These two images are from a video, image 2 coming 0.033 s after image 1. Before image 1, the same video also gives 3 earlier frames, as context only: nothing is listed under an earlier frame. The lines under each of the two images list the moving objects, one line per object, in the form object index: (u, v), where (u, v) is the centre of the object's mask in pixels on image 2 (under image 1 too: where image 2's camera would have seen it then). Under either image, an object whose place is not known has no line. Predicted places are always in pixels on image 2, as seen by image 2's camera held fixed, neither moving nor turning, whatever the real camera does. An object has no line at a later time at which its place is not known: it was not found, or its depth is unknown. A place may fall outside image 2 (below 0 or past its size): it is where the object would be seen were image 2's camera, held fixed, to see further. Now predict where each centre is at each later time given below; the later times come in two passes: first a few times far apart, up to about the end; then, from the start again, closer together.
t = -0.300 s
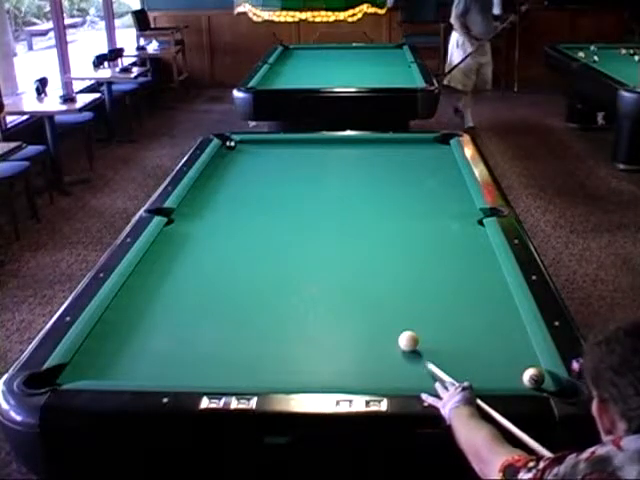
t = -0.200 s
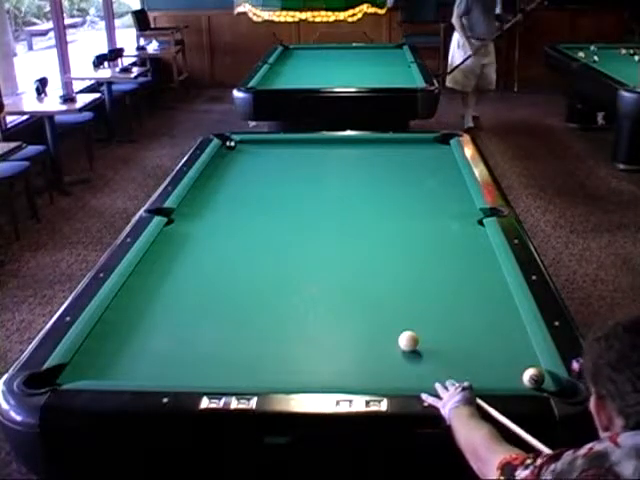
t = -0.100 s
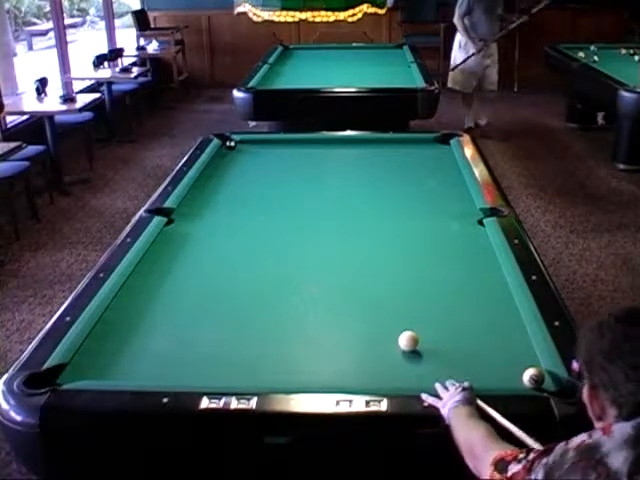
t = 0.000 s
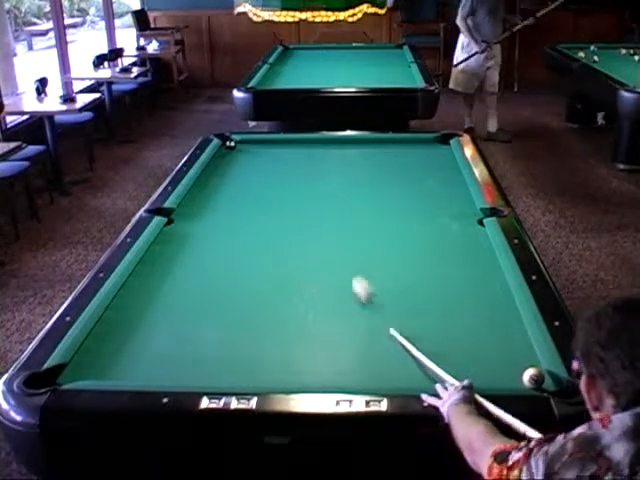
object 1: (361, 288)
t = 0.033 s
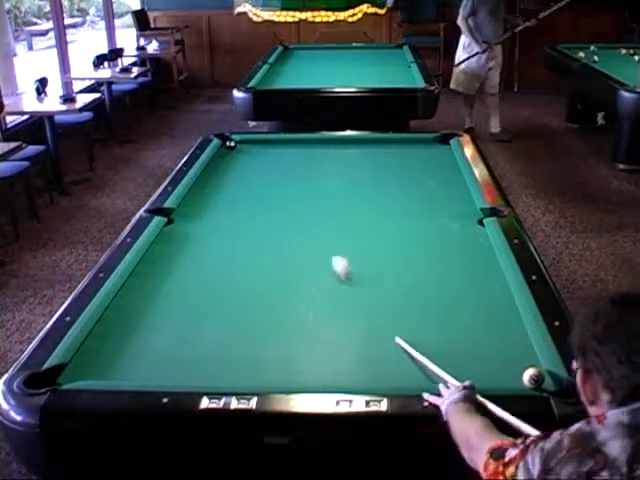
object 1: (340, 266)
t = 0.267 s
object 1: (250, 166)
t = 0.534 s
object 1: (231, 149)
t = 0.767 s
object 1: (234, 157)
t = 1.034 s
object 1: (239, 166)
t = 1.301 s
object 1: (245, 177)
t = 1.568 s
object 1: (250, 187)
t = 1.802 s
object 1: (255, 198)
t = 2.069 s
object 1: (261, 210)
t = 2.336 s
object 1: (268, 222)
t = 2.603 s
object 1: (276, 236)
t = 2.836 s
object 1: (283, 249)
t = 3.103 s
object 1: (291, 264)
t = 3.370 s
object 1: (300, 279)
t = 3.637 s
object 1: (310, 294)
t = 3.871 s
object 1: (318, 309)
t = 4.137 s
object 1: (328, 326)
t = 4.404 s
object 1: (339, 344)
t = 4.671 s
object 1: (350, 363)
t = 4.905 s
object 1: (361, 376)
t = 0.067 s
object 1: (321, 244)
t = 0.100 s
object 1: (306, 228)
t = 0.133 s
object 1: (293, 212)
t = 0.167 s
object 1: (280, 199)
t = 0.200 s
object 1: (269, 186)
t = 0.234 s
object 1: (259, 176)
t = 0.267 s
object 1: (250, 166)
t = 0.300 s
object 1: (243, 157)
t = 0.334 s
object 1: (236, 150)
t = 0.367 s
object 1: (232, 147)
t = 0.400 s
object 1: (231, 147)
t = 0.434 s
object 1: (231, 147)
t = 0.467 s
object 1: (231, 147)
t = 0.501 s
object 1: (231, 148)
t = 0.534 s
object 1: (231, 149)
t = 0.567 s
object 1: (231, 150)
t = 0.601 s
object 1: (232, 151)
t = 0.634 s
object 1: (232, 152)
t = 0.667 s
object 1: (232, 153)
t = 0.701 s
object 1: (233, 154)
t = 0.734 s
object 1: (233, 155)
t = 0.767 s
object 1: (234, 157)
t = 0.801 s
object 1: (235, 158)
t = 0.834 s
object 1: (235, 159)
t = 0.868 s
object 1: (236, 160)
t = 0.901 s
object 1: (237, 161)
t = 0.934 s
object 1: (237, 163)
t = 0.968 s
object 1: (238, 164)
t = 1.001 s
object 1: (239, 165)
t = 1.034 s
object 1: (239, 166)
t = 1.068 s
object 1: (240, 168)
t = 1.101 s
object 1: (240, 169)
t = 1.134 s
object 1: (241, 170)
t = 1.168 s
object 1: (242, 172)
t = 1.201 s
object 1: (242, 173)
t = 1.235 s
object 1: (243, 174)
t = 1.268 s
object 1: (244, 175)
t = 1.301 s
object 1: (245, 177)
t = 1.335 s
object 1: (245, 178)
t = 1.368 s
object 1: (246, 180)
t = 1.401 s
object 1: (246, 181)
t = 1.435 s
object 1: (247, 182)
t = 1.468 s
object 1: (248, 183)
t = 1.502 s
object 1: (248, 185)
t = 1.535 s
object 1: (249, 186)
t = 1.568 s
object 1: (250, 187)
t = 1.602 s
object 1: (250, 189)
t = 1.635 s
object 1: (251, 190)
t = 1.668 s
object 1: (252, 192)
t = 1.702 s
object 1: (253, 193)
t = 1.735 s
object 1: (253, 194)
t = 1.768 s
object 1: (254, 196)
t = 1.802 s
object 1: (255, 198)
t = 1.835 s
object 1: (256, 199)
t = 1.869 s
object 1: (257, 201)
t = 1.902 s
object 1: (257, 202)
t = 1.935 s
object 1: (258, 204)
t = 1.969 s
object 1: (259, 205)
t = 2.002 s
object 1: (260, 207)
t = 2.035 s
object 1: (261, 208)
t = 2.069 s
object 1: (261, 210)
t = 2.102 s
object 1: (263, 211)
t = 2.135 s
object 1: (263, 213)
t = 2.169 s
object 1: (264, 214)
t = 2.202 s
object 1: (265, 216)
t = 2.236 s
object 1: (266, 218)
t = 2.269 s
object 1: (267, 219)
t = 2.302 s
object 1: (267, 221)
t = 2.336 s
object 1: (268, 222)
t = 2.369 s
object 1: (269, 224)
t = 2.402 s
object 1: (270, 226)
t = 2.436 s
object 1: (271, 227)
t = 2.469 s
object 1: (272, 229)
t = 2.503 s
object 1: (273, 231)
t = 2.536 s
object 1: (274, 233)
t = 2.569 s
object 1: (275, 234)
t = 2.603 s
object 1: (276, 236)
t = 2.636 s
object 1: (277, 237)
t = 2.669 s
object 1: (278, 240)
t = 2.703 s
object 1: (279, 242)
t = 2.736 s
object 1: (280, 243)
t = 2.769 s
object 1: (281, 245)
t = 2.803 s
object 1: (282, 247)
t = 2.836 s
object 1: (283, 249)
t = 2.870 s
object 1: (284, 250)
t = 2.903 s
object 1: (285, 252)
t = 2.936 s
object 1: (286, 254)
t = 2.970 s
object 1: (287, 256)
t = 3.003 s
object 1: (288, 258)
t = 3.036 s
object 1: (289, 259)
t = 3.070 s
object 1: (290, 261)
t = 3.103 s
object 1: (291, 264)
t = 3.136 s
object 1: (293, 265)
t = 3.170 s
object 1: (294, 267)
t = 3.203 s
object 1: (295, 269)
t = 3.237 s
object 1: (296, 271)
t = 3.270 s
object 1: (297, 273)
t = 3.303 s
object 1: (298, 275)
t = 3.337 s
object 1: (299, 277)
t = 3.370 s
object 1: (300, 279)
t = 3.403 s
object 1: (302, 281)
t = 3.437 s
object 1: (303, 283)
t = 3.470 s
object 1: (304, 285)
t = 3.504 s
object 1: (305, 287)
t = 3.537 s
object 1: (306, 288)
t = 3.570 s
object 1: (308, 291)
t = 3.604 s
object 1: (309, 292)
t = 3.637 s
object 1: (310, 294)
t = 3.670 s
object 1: (311, 297)
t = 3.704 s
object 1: (312, 299)
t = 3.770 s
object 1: (315, 303)
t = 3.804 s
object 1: (316, 305)
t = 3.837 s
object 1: (317, 307)
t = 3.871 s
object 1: (318, 309)
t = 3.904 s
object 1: (320, 311)
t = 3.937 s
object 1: (321, 313)
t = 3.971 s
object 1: (322, 315)
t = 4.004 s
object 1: (323, 318)
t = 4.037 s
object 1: (325, 320)
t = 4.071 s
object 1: (326, 322)
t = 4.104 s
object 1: (327, 324)
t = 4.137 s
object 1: (328, 326)
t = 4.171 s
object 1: (330, 329)
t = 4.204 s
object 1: (331, 331)
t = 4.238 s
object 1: (333, 333)
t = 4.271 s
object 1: (334, 336)
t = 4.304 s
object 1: (335, 337)
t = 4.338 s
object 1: (337, 340)
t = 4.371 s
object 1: (338, 342)
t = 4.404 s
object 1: (339, 344)
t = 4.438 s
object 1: (341, 347)
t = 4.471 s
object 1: (342, 349)
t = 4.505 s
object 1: (343, 351)
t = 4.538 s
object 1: (345, 354)
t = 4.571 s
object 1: (346, 356)
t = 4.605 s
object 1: (348, 358)
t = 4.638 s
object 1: (349, 360)
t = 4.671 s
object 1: (350, 363)
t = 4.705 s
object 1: (352, 365)
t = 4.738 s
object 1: (353, 367)
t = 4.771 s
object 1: (355, 370)
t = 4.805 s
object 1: (356, 371)
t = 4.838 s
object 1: (357, 373)
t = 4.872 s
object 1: (359, 375)
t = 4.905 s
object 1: (361, 376)
